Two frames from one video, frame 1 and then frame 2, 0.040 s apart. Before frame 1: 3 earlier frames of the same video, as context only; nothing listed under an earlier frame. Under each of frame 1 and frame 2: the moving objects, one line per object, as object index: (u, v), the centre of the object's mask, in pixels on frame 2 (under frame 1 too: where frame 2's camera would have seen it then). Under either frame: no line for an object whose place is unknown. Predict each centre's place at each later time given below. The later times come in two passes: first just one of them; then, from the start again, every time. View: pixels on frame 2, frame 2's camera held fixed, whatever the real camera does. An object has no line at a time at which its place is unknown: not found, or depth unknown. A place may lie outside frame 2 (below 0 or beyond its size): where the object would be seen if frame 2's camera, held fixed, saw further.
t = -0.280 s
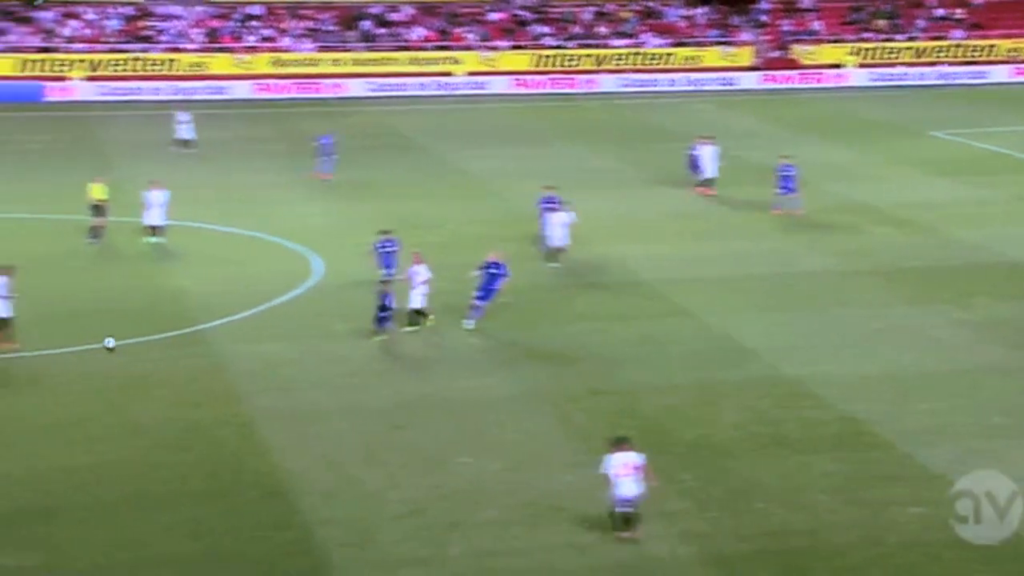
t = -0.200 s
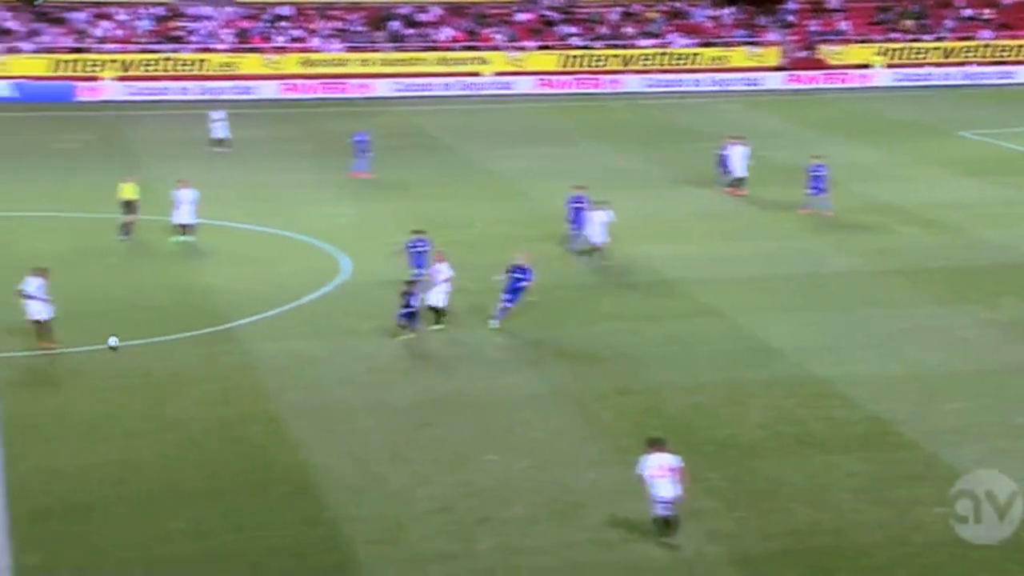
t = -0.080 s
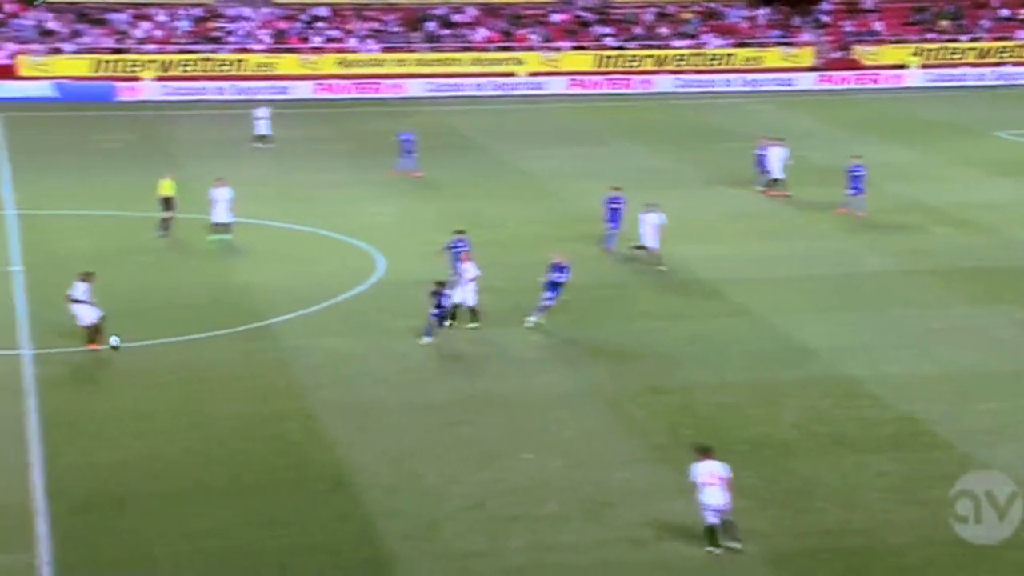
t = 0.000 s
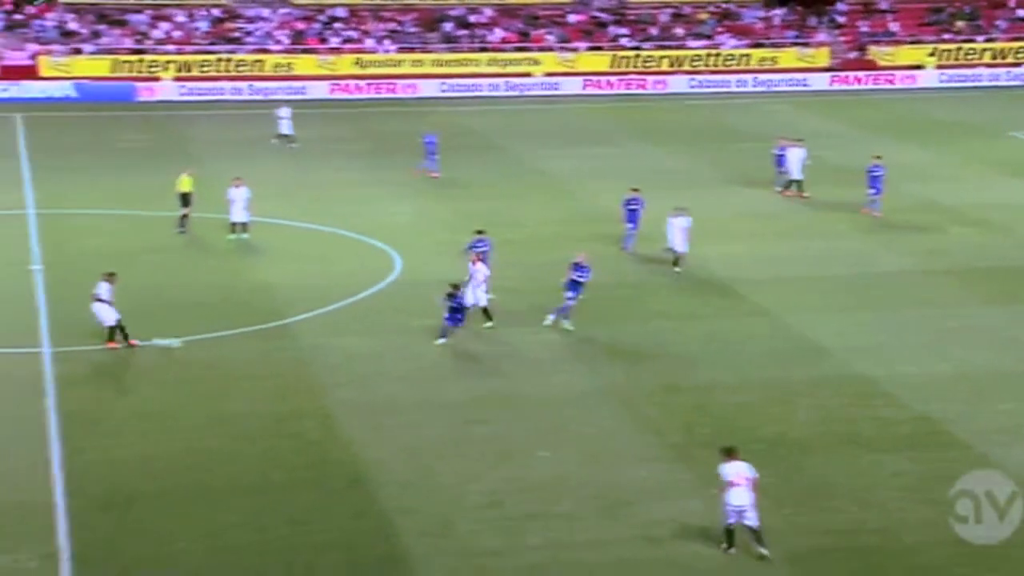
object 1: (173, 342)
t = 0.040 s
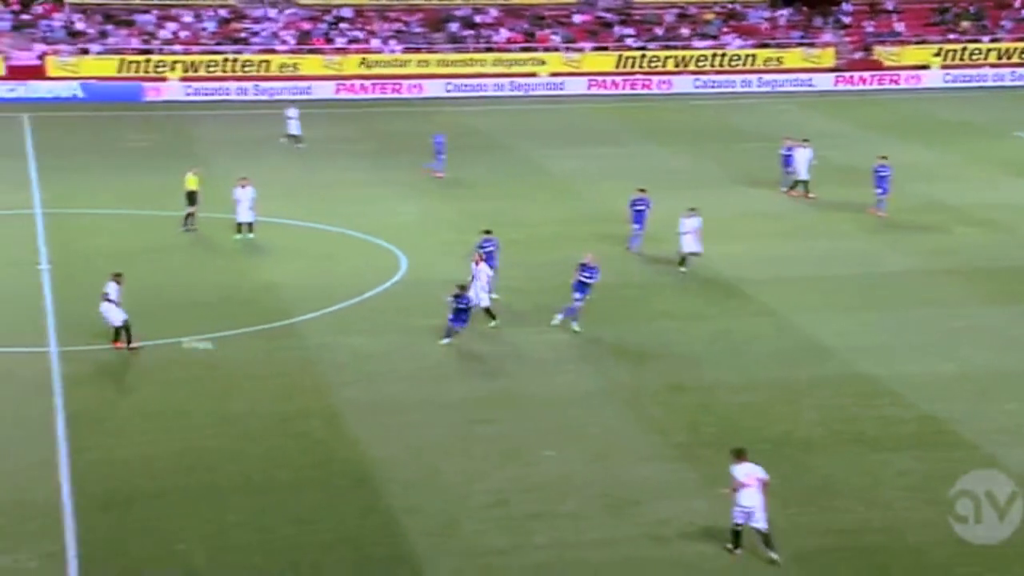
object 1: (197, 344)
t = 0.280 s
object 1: (340, 381)
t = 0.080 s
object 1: (222, 349)
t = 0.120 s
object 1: (245, 353)
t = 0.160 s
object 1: (269, 358)
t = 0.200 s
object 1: (293, 365)
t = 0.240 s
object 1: (315, 372)
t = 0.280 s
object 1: (340, 381)
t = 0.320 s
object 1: (364, 390)
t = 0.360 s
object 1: (386, 400)
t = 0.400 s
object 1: (410, 409)
